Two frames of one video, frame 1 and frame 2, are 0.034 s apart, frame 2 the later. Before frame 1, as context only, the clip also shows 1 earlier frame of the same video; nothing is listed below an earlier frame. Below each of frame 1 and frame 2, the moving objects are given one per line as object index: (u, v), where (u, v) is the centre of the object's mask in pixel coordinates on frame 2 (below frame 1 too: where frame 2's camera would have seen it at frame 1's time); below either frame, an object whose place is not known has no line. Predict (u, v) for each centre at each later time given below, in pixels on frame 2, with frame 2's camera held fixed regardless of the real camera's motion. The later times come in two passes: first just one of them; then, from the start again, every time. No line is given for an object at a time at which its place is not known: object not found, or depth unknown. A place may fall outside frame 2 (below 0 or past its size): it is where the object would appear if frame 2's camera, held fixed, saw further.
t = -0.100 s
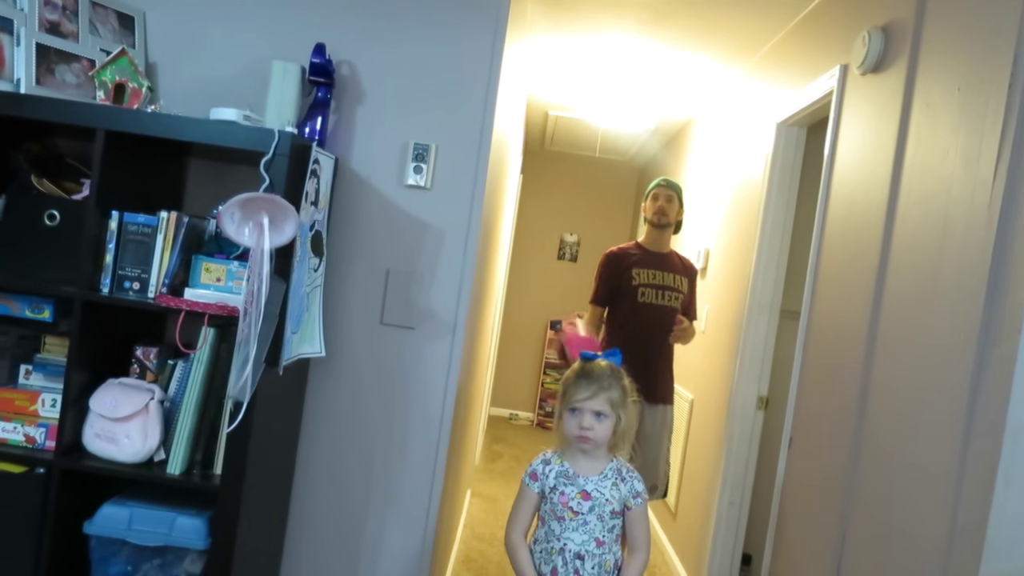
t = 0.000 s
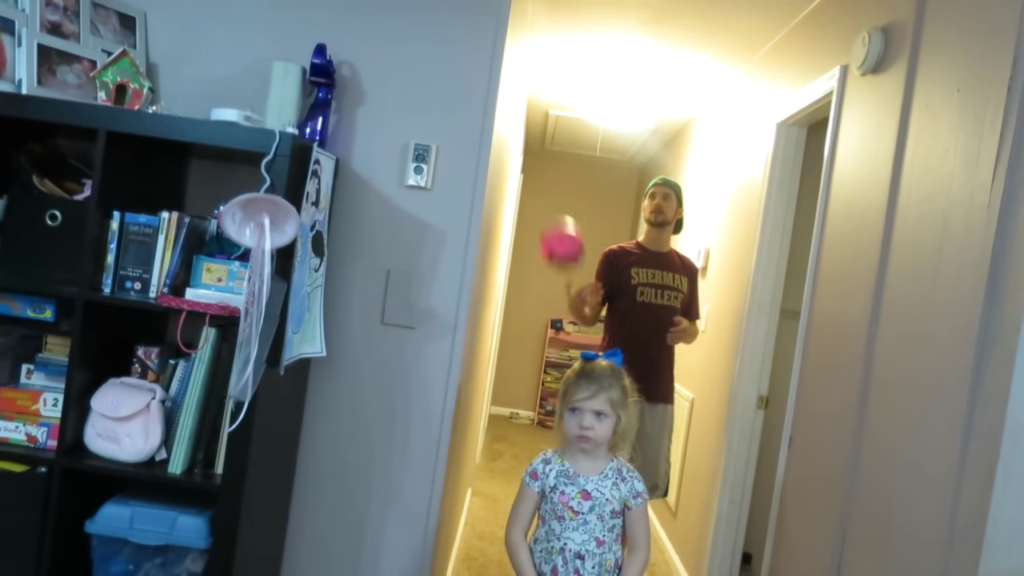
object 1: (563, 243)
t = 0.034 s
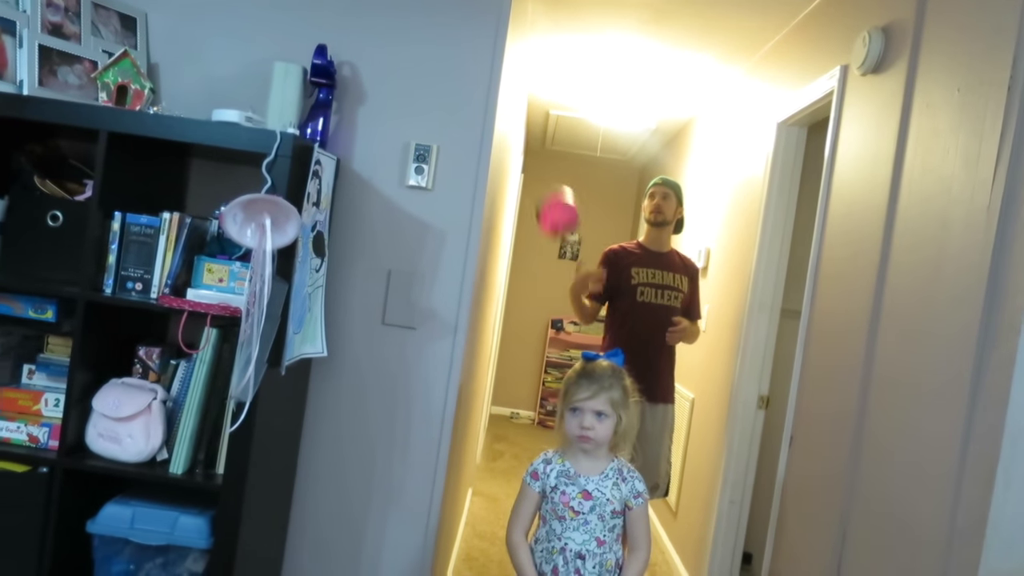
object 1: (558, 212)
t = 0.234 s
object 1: (545, 94)
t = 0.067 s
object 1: (553, 184)
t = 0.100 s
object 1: (550, 160)
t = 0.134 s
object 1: (543, 138)
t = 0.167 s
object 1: (537, 118)
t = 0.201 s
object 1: (536, 103)
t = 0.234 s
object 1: (545, 94)
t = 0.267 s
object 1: (553, 87)
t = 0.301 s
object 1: (562, 82)
